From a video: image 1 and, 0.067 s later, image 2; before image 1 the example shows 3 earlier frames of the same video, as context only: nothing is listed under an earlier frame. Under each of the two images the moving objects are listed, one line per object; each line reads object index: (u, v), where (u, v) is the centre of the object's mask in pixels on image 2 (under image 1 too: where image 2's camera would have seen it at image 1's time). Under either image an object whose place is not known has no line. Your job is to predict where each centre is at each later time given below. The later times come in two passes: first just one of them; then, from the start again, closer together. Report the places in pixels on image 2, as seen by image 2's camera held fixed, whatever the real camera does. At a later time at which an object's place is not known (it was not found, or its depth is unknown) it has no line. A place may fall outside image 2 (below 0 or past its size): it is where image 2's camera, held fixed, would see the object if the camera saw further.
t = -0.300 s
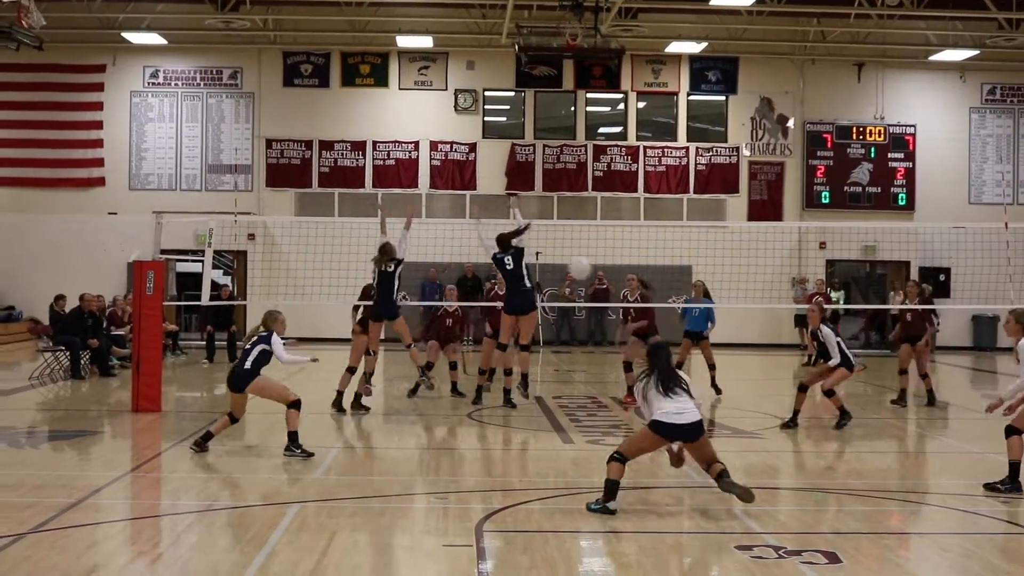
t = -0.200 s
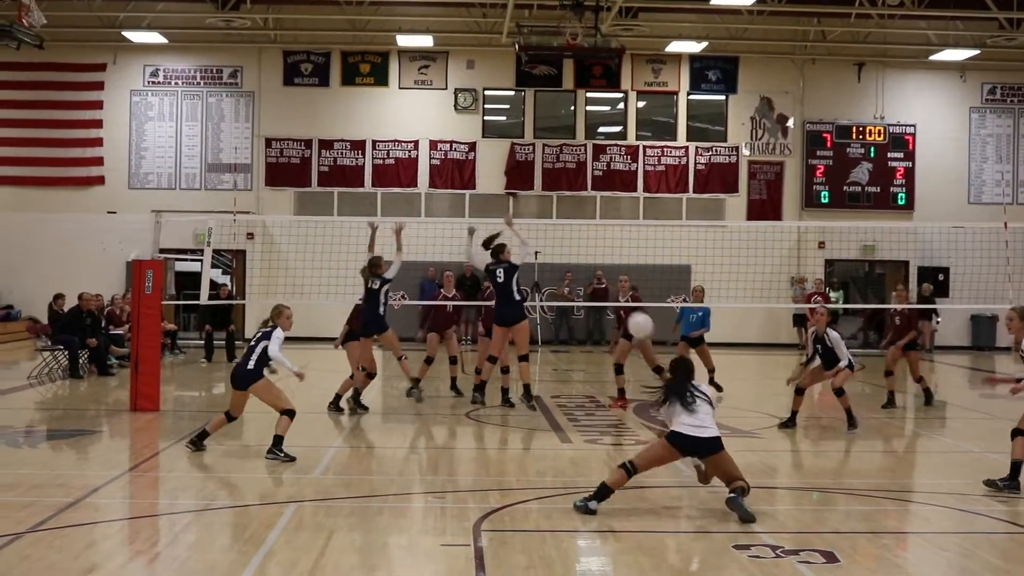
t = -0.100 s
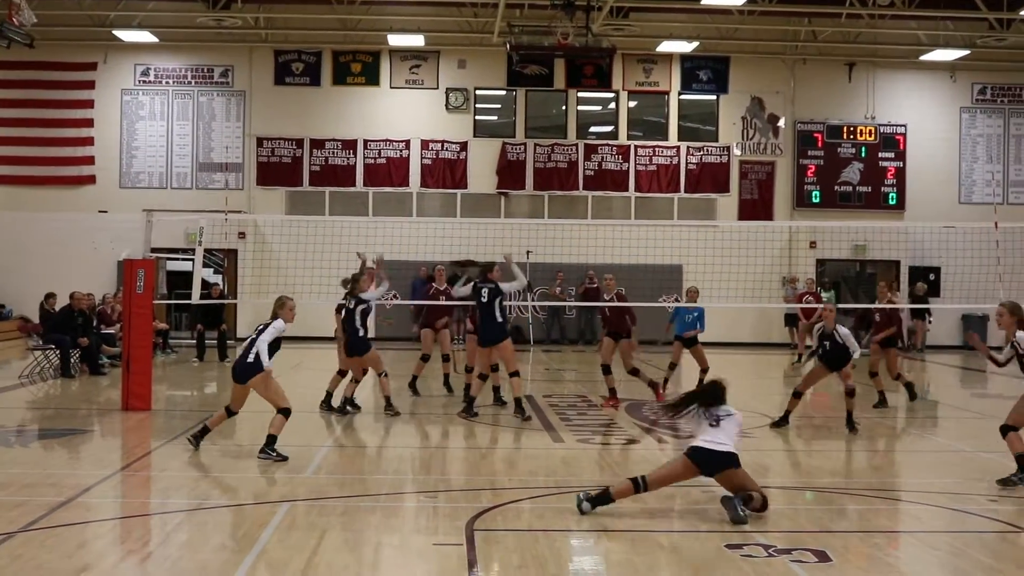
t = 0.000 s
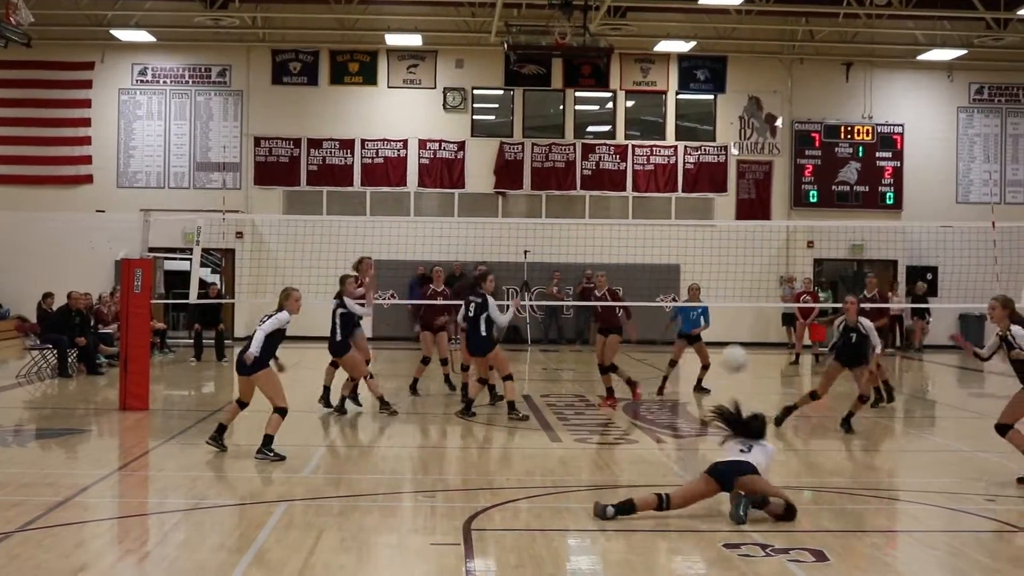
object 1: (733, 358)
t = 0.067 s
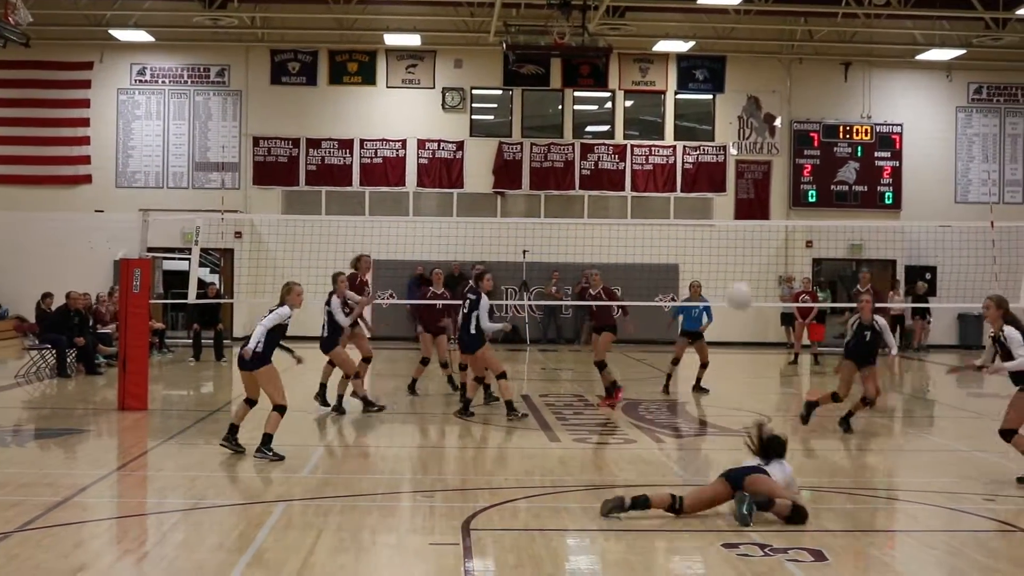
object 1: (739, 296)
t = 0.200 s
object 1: (750, 188)
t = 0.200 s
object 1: (750, 188)
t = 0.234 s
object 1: (753, 165)
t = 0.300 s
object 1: (757, 122)
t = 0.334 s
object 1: (759, 104)
